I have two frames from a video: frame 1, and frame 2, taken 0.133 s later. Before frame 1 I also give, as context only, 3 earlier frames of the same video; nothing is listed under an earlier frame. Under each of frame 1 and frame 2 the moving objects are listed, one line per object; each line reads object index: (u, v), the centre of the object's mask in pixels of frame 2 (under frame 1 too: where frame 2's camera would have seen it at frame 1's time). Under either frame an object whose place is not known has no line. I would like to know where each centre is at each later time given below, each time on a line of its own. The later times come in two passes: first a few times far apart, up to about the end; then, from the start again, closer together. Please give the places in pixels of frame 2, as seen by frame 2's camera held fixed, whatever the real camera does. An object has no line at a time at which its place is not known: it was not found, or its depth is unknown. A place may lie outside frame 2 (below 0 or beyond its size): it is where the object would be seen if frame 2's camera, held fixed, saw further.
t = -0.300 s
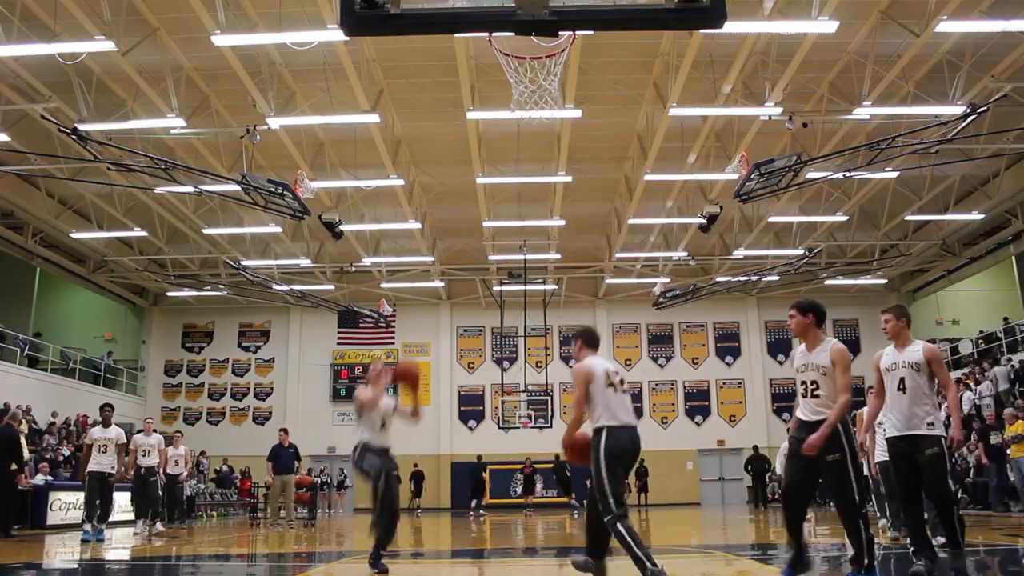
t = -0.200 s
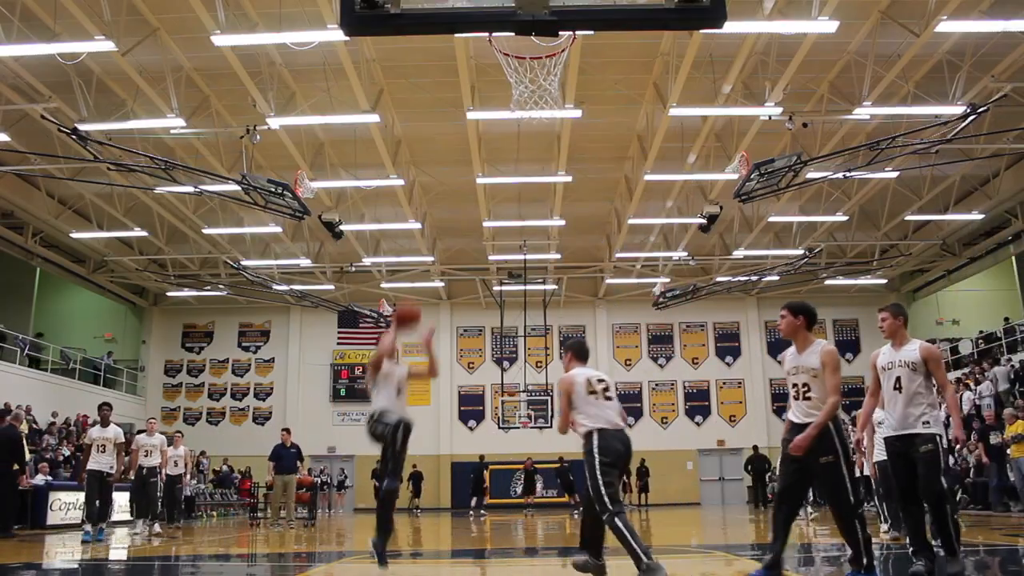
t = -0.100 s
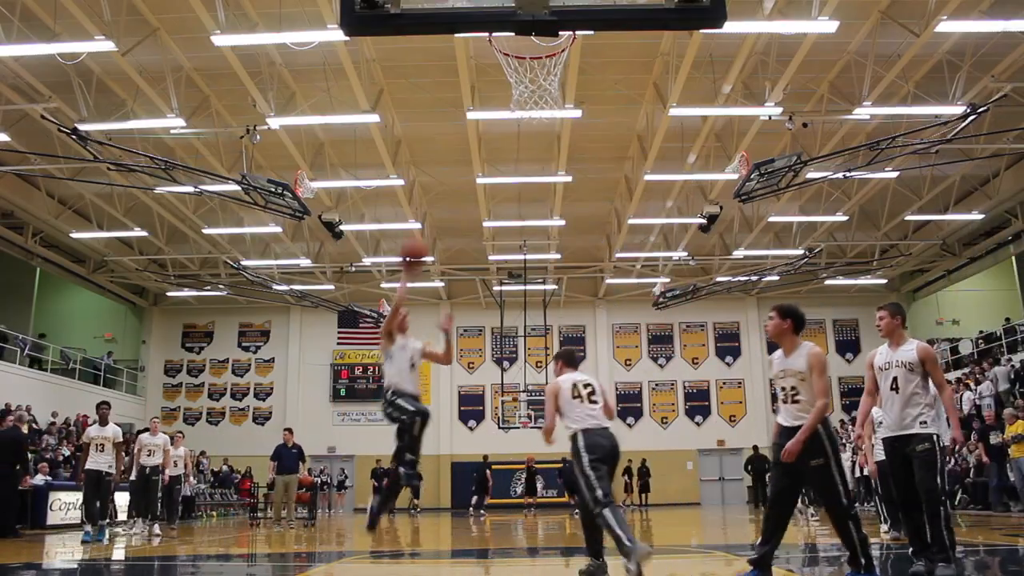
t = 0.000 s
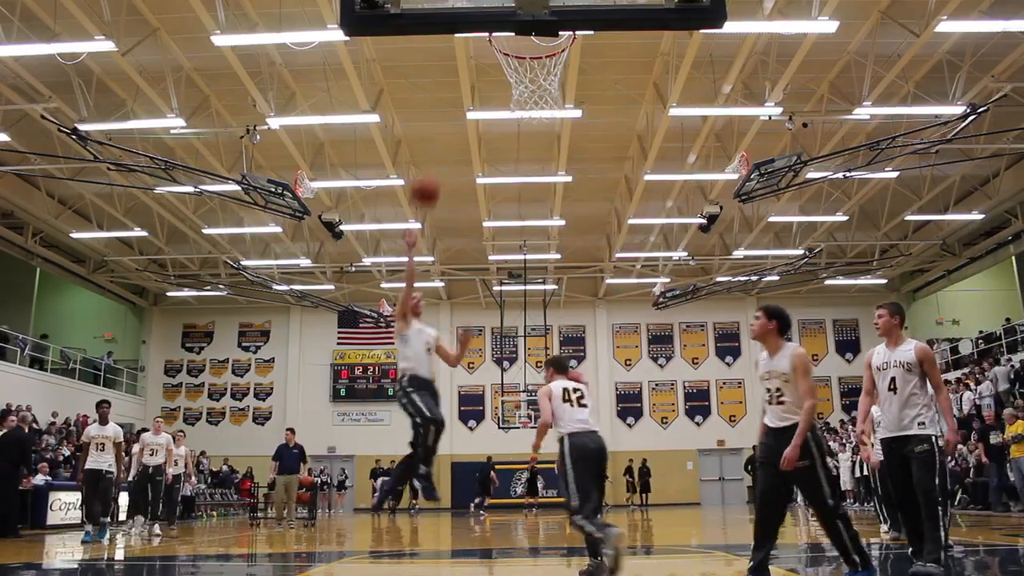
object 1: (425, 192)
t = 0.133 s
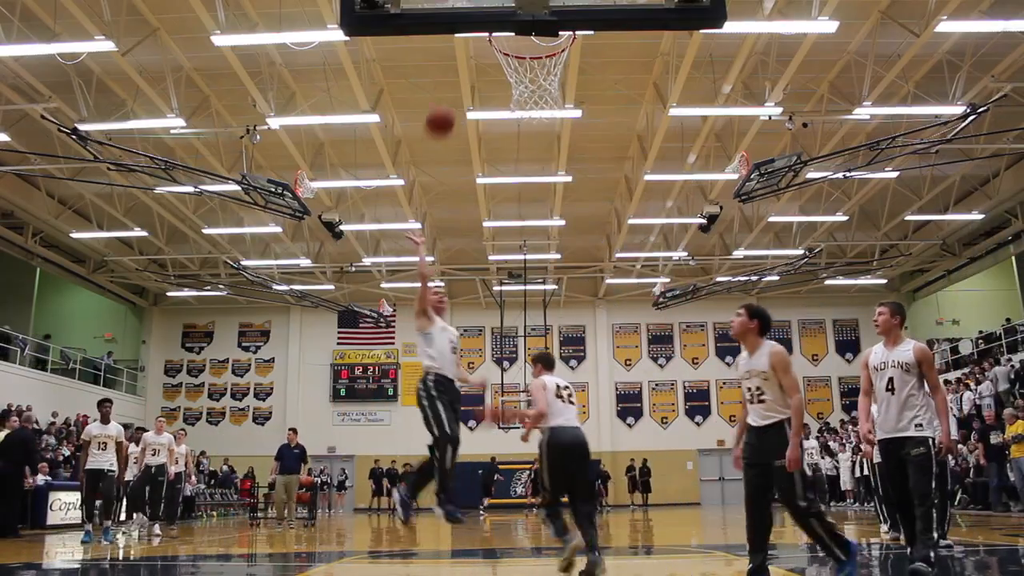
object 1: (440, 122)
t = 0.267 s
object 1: (456, 68)
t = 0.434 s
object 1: (480, 35)
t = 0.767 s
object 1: (535, 40)
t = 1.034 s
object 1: (546, 137)
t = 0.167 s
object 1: (444, 107)
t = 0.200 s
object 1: (448, 94)
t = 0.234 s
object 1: (452, 80)
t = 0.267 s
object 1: (456, 68)
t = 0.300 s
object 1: (460, 57)
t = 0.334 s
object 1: (464, 48)
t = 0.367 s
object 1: (470, 41)
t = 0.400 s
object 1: (474, 38)
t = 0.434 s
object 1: (480, 35)
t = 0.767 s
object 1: (535, 40)
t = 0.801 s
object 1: (545, 45)
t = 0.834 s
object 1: (551, 52)
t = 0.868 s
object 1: (552, 62)
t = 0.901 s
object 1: (550, 72)
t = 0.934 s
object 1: (549, 84)
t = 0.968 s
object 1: (548, 95)
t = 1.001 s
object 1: (546, 115)
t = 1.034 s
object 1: (546, 137)
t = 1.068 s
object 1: (545, 153)
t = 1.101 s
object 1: (543, 179)
